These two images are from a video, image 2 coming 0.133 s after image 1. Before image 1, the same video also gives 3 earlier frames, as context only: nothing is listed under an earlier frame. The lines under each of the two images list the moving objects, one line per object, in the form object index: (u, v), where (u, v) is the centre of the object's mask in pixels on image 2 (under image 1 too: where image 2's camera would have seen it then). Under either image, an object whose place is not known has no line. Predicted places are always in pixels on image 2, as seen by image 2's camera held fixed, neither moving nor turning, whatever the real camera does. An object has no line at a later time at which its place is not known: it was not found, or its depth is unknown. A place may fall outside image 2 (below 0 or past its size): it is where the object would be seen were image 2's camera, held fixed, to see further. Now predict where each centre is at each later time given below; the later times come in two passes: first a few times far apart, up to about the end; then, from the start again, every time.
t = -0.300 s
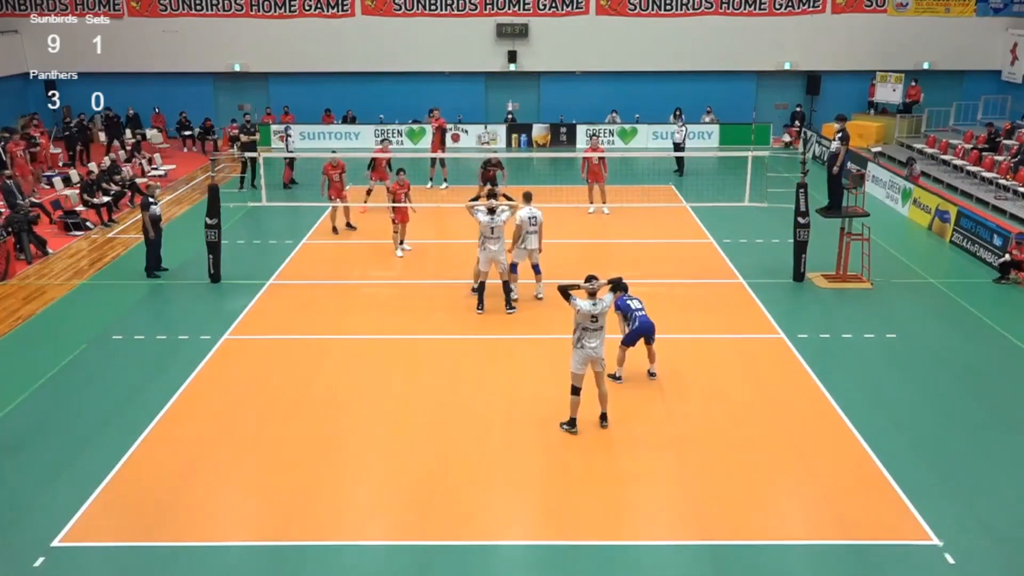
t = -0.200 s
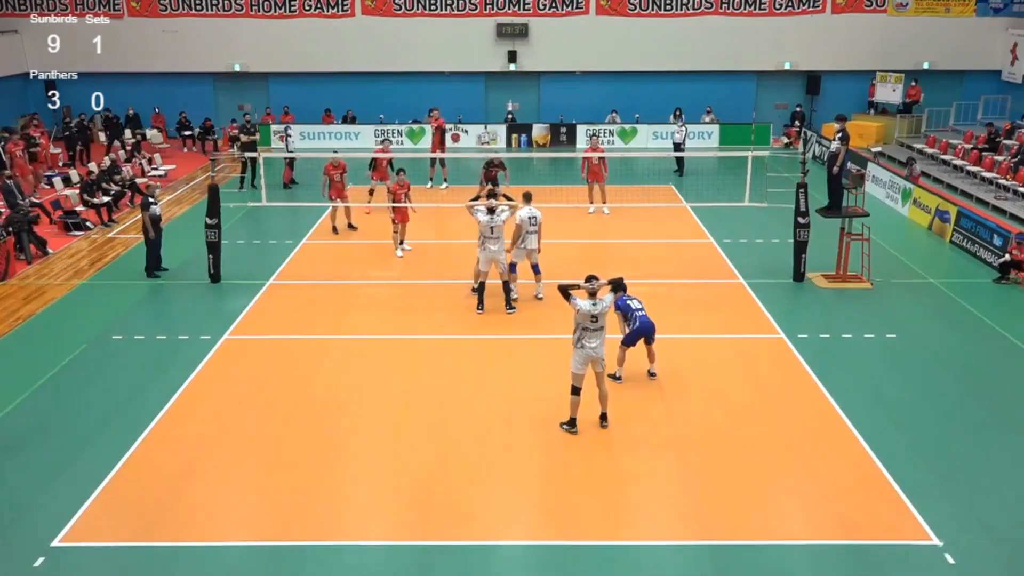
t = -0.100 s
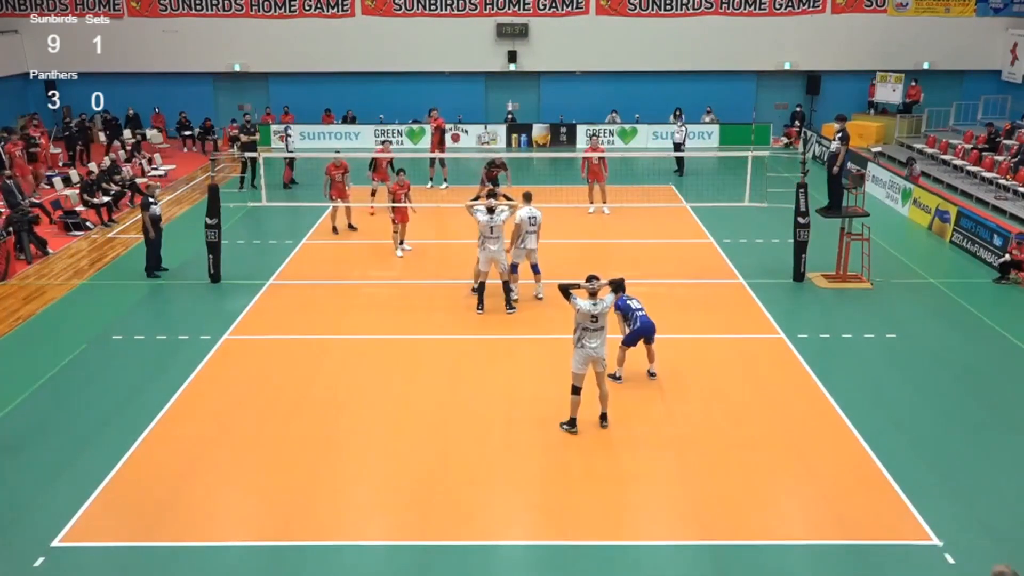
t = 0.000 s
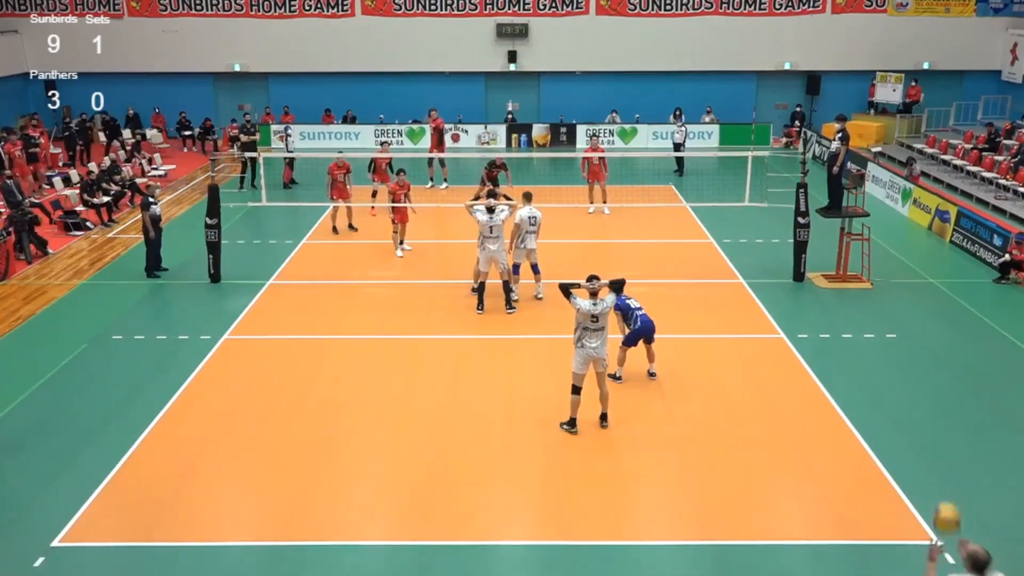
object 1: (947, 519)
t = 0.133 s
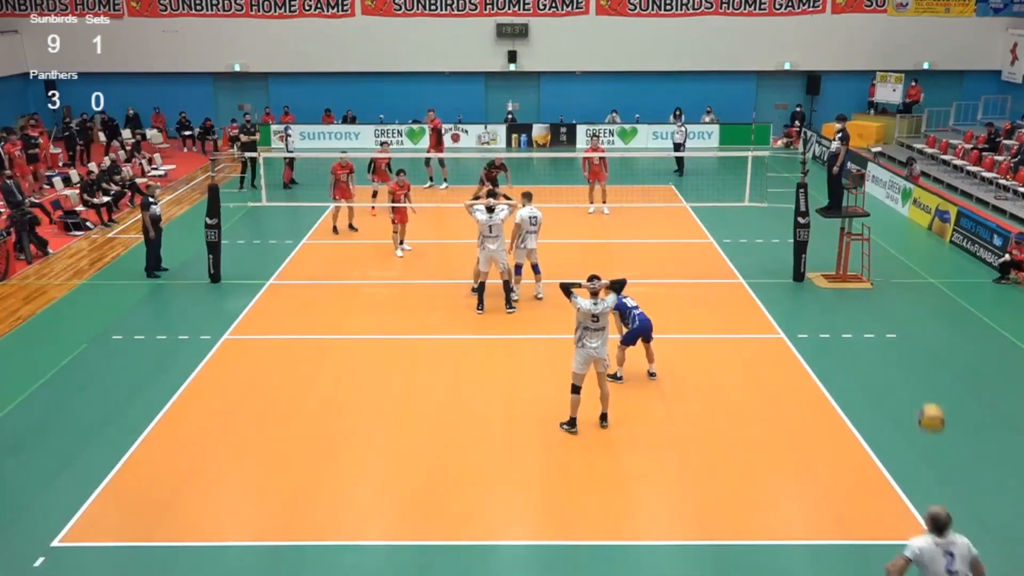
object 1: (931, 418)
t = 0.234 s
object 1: (919, 359)
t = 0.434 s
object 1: (892, 282)
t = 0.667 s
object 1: (857, 251)
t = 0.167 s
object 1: (927, 397)
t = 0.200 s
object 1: (923, 377)
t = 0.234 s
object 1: (919, 359)
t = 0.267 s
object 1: (914, 343)
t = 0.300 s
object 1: (909, 328)
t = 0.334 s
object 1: (905, 314)
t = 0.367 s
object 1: (900, 302)
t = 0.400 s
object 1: (896, 291)
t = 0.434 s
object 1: (892, 282)
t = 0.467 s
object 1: (886, 273)
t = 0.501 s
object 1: (881, 267)
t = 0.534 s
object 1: (877, 261)
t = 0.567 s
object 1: (872, 257)
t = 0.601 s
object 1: (867, 254)
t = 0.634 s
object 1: (862, 252)
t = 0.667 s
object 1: (857, 251)
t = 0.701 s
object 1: (853, 251)
